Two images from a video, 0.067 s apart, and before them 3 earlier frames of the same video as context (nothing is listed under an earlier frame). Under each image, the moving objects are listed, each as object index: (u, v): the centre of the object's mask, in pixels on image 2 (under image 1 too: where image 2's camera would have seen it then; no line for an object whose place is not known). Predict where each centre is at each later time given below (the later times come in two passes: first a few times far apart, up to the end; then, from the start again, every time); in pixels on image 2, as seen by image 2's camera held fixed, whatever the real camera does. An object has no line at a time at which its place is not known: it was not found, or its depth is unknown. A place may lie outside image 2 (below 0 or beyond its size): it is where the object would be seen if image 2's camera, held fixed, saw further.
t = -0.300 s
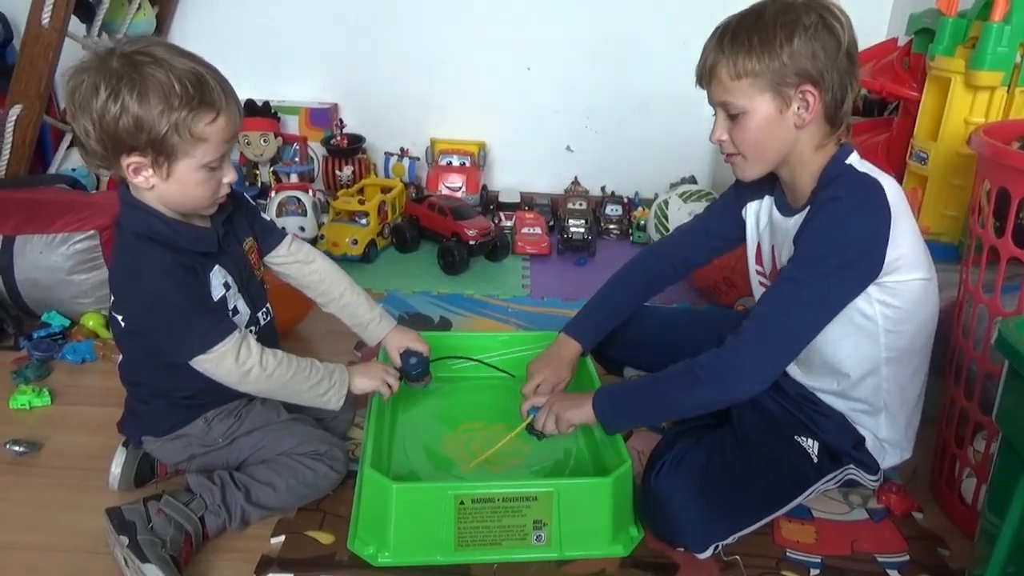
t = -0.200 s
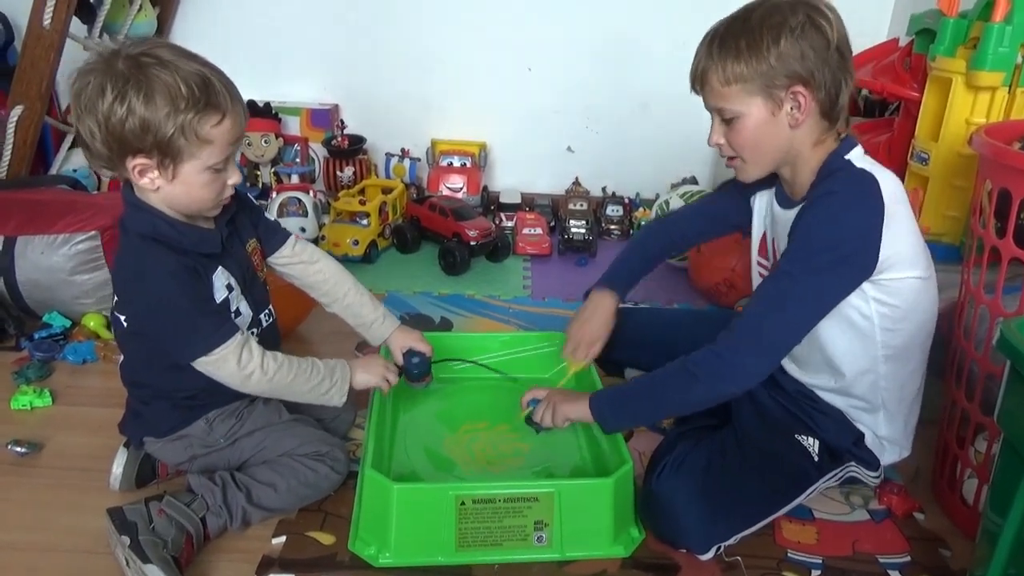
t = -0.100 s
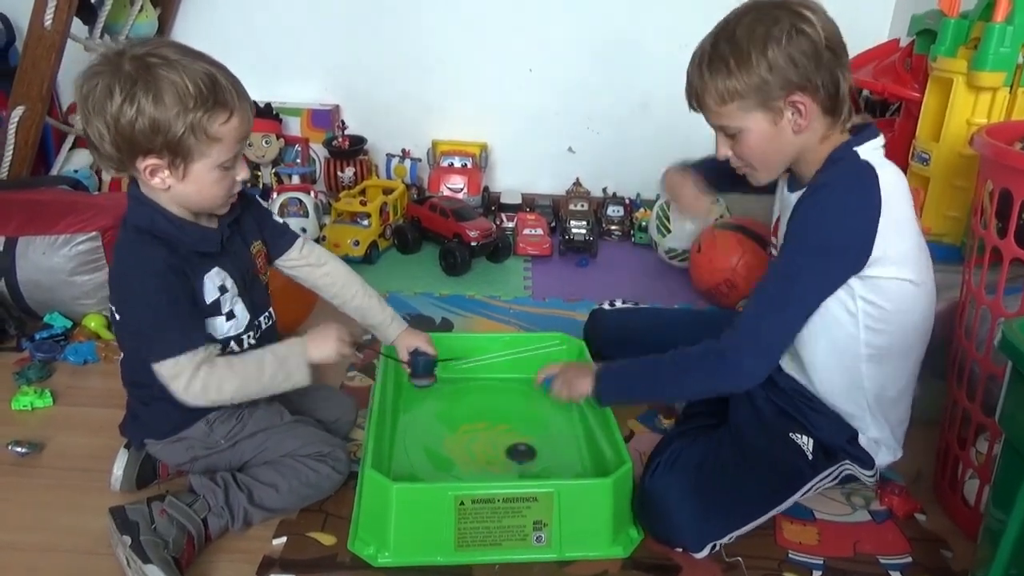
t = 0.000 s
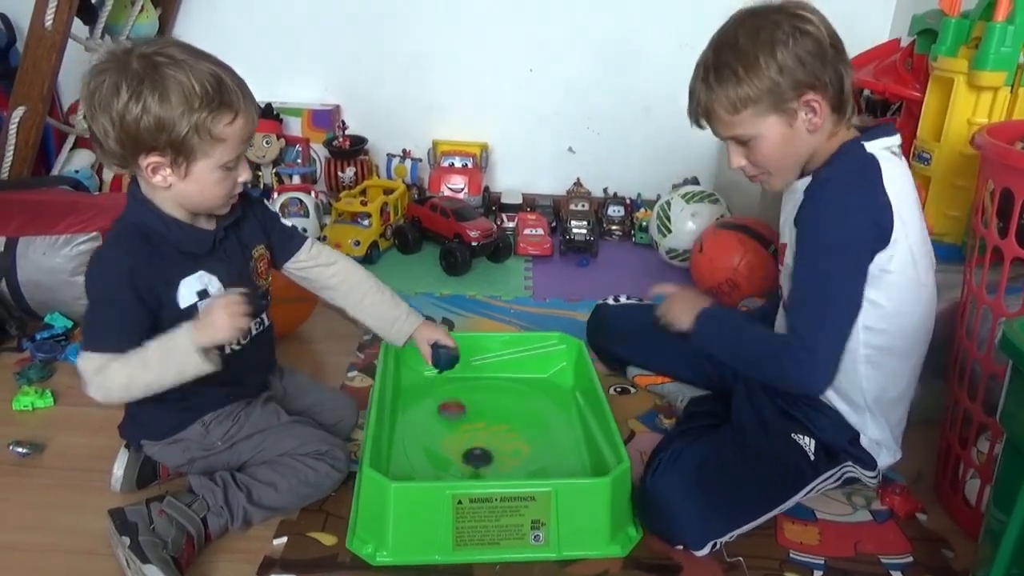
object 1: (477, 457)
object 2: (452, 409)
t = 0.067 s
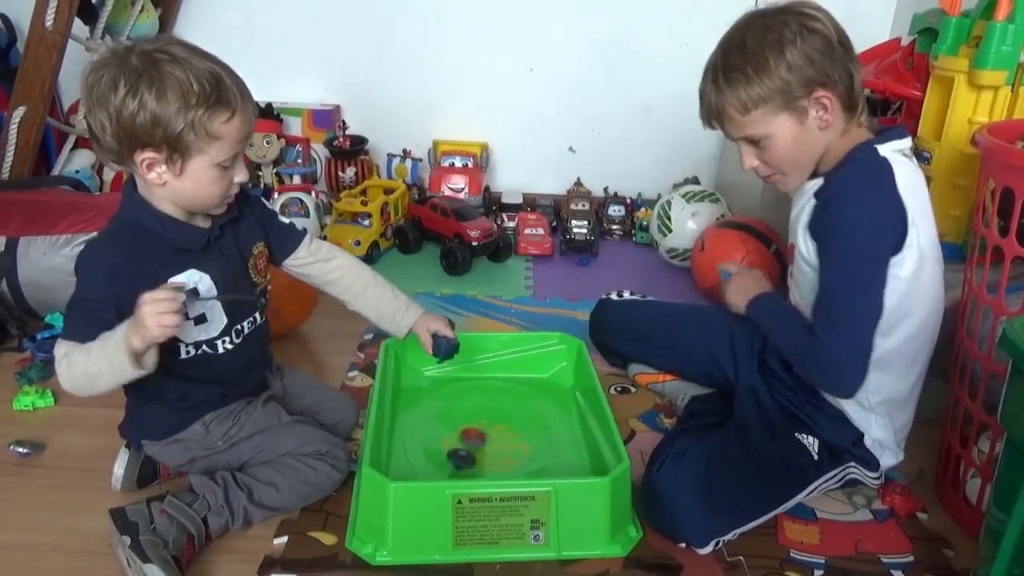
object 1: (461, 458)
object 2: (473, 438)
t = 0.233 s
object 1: (440, 475)
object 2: (516, 405)
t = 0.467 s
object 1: (429, 472)
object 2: (516, 383)
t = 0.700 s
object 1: (433, 436)
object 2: (507, 378)
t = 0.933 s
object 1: (484, 407)
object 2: (504, 377)
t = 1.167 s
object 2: (525, 377)
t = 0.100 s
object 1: (456, 460)
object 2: (483, 426)
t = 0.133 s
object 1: (451, 468)
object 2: (494, 421)
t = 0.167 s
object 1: (446, 471)
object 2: (503, 418)
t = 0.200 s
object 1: (441, 474)
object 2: (511, 412)
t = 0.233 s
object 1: (440, 475)
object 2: (516, 405)
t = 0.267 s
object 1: (438, 477)
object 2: (520, 400)
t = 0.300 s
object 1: (437, 477)
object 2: (521, 395)
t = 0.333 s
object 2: (521, 391)
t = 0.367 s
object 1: (437, 478)
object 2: (520, 388)
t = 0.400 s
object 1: (433, 476)
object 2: (518, 387)
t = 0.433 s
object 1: (432, 474)
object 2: (517, 385)
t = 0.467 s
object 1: (429, 472)
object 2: (516, 383)
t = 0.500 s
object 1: (427, 469)
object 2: (515, 381)
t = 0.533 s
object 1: (424, 466)
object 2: (515, 379)
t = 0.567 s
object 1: (424, 461)
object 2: (514, 379)
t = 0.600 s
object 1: (425, 454)
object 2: (511, 379)
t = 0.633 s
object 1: (426, 447)
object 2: (510, 379)
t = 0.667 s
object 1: (428, 440)
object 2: (508, 379)
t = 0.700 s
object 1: (433, 436)
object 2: (507, 378)
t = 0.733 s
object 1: (440, 432)
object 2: (507, 377)
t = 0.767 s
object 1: (449, 429)
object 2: (506, 377)
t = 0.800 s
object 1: (457, 425)
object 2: (505, 377)
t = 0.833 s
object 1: (465, 421)
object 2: (504, 377)
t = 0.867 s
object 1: (472, 417)
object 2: (504, 377)
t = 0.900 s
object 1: (478, 412)
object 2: (504, 377)
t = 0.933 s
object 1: (484, 407)
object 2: (504, 377)
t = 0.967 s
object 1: (487, 403)
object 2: (503, 377)
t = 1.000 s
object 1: (491, 399)
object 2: (504, 377)
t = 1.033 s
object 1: (493, 395)
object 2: (504, 377)
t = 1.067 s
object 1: (494, 392)
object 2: (504, 377)
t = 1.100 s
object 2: (512, 369)
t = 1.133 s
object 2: (518, 370)
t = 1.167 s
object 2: (525, 377)
